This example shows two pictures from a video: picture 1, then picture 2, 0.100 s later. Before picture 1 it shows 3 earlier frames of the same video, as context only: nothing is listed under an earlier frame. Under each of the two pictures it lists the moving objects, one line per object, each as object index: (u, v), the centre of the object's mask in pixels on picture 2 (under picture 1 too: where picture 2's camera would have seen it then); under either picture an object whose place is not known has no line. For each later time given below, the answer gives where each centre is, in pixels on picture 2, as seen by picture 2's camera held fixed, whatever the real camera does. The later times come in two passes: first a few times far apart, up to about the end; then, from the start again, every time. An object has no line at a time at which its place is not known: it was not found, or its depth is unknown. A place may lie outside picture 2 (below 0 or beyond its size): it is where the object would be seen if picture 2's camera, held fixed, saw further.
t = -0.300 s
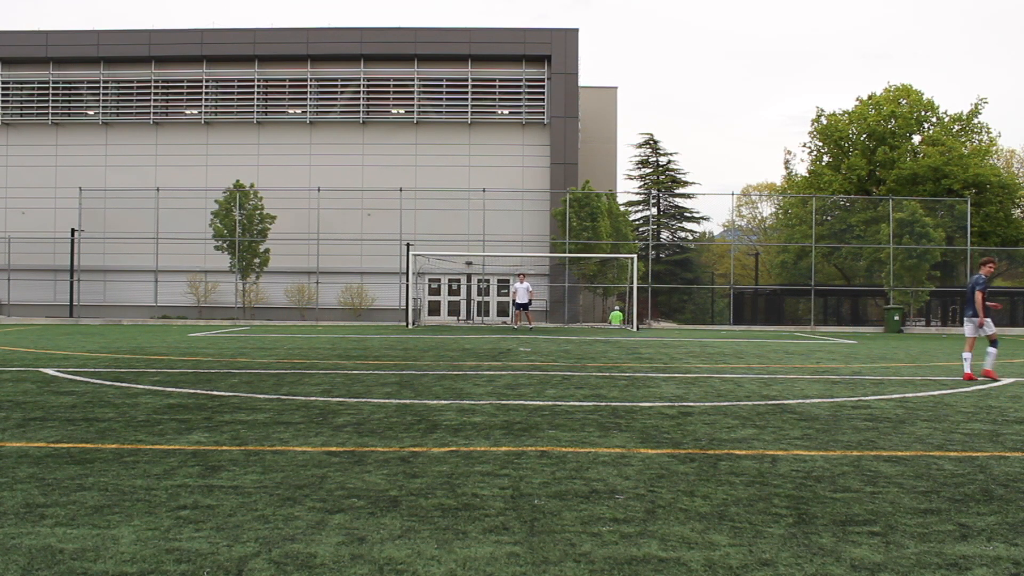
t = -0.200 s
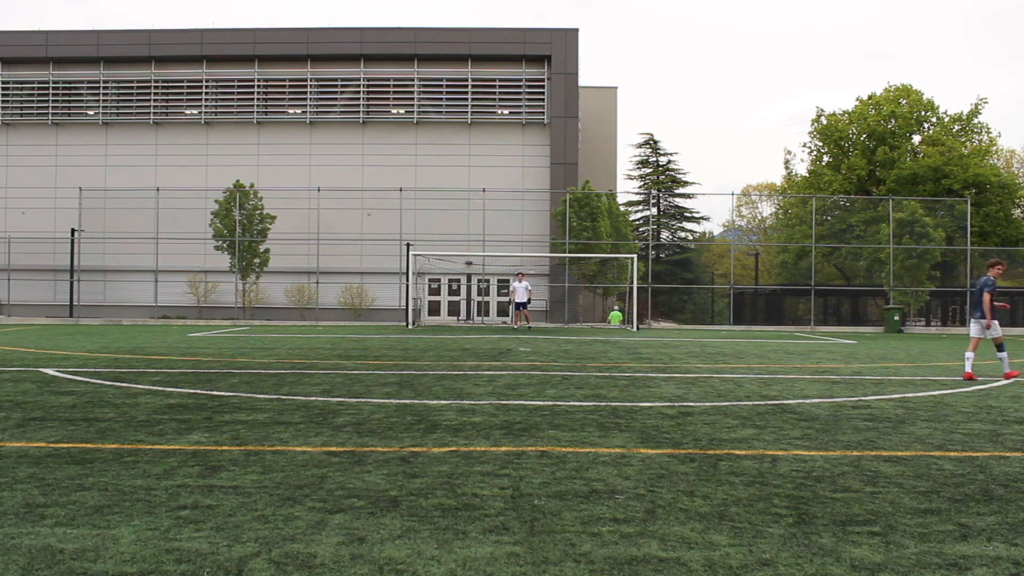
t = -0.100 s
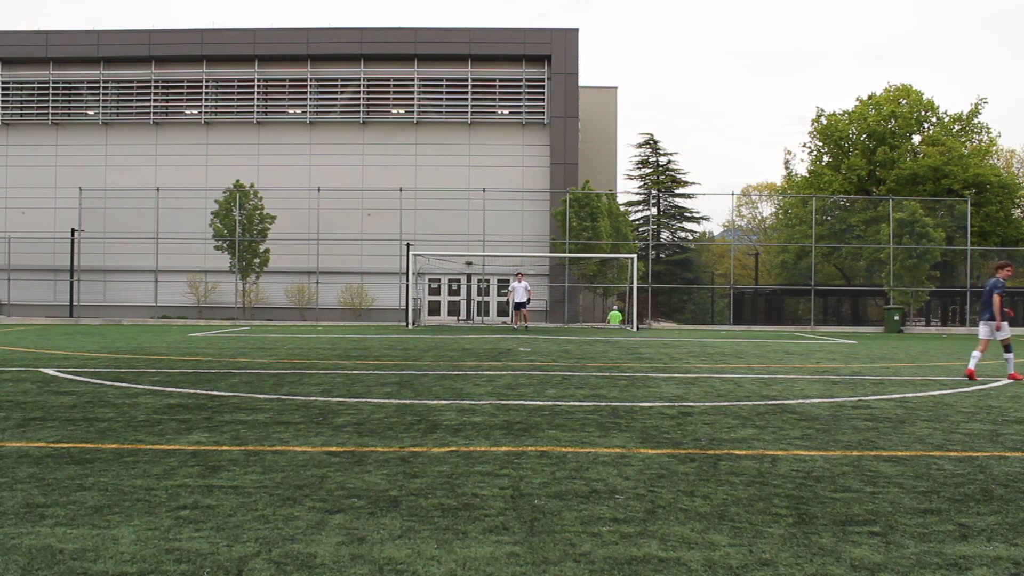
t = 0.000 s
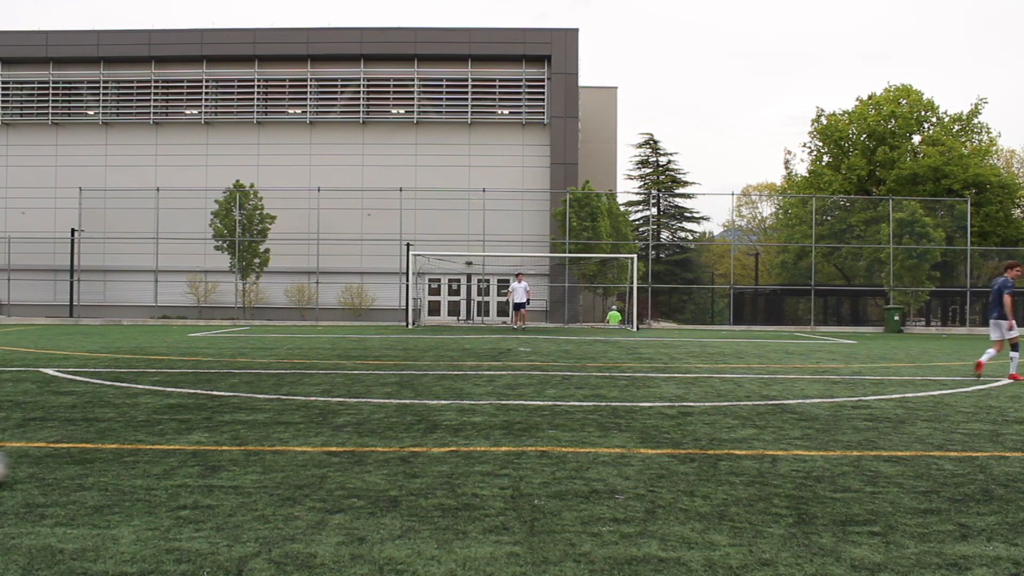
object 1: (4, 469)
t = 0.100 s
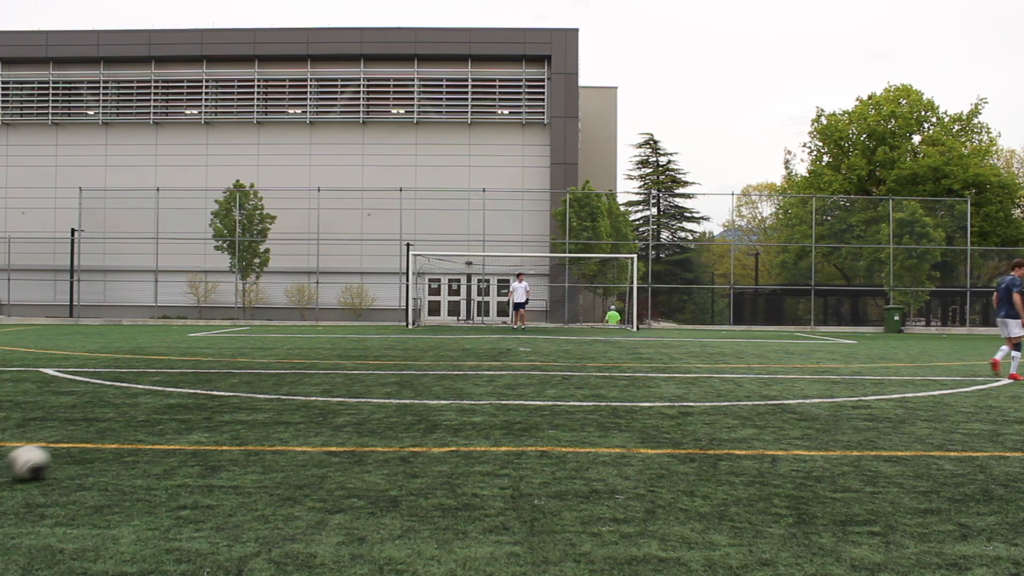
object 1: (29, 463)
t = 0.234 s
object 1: (75, 455)
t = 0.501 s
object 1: (155, 442)
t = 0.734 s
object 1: (213, 432)
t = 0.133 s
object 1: (42, 461)
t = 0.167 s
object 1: (52, 459)
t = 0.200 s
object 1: (64, 457)
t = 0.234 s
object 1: (75, 455)
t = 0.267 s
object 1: (86, 453)
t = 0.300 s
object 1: (97, 451)
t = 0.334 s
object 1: (108, 449)
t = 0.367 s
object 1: (119, 447)
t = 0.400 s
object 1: (129, 446)
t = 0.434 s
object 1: (137, 445)
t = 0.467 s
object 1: (146, 443)
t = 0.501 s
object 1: (155, 442)
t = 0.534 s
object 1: (164, 441)
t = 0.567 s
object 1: (172, 439)
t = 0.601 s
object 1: (181, 437)
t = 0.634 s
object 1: (190, 436)
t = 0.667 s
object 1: (198, 434)
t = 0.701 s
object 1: (205, 434)
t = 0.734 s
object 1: (213, 432)
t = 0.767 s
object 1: (220, 431)
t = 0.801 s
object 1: (227, 430)
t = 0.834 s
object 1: (234, 429)
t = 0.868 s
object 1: (240, 428)
